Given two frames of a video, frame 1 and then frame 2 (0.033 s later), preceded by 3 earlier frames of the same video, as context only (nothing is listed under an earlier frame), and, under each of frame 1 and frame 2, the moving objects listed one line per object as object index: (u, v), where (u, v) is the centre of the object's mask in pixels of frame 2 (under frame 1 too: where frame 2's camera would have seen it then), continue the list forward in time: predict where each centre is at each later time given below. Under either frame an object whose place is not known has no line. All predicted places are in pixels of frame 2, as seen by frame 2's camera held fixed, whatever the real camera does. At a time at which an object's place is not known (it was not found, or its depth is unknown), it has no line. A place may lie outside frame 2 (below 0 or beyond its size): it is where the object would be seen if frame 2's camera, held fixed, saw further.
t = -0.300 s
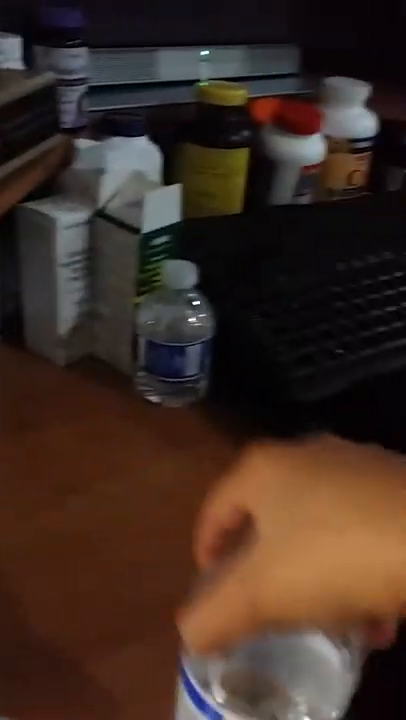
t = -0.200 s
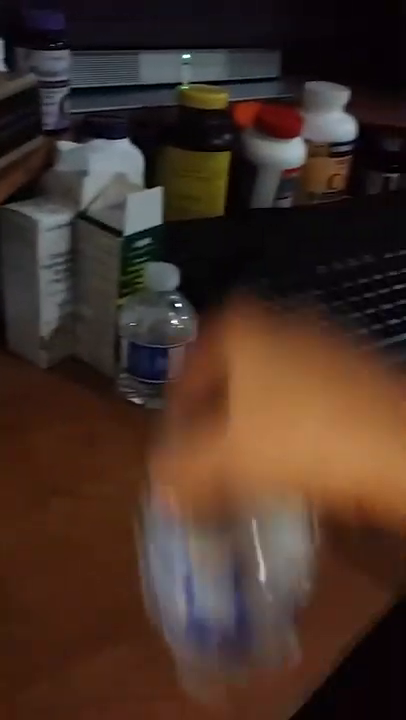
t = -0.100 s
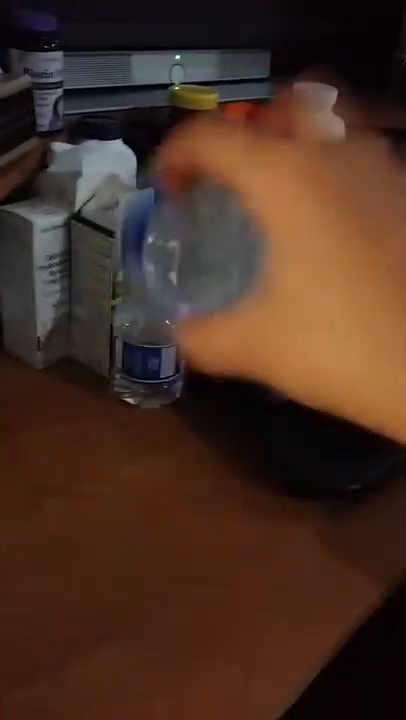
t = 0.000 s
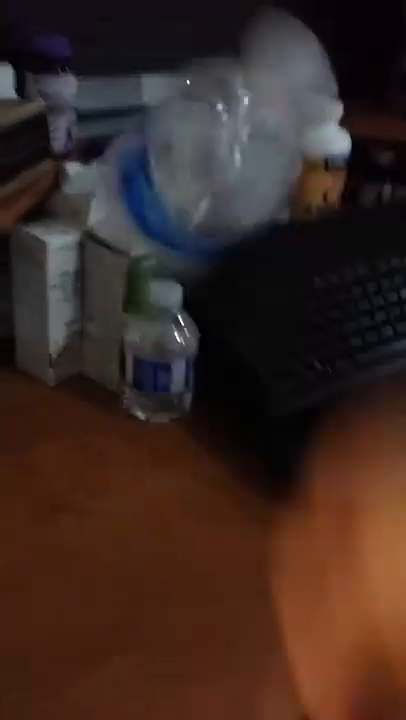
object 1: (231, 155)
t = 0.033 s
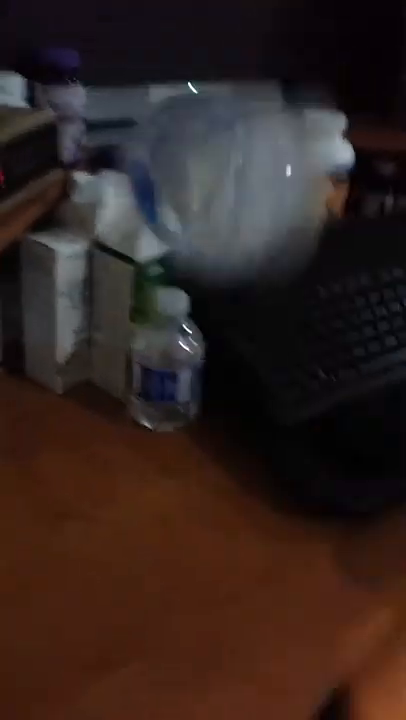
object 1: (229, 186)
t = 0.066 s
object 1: (219, 234)
